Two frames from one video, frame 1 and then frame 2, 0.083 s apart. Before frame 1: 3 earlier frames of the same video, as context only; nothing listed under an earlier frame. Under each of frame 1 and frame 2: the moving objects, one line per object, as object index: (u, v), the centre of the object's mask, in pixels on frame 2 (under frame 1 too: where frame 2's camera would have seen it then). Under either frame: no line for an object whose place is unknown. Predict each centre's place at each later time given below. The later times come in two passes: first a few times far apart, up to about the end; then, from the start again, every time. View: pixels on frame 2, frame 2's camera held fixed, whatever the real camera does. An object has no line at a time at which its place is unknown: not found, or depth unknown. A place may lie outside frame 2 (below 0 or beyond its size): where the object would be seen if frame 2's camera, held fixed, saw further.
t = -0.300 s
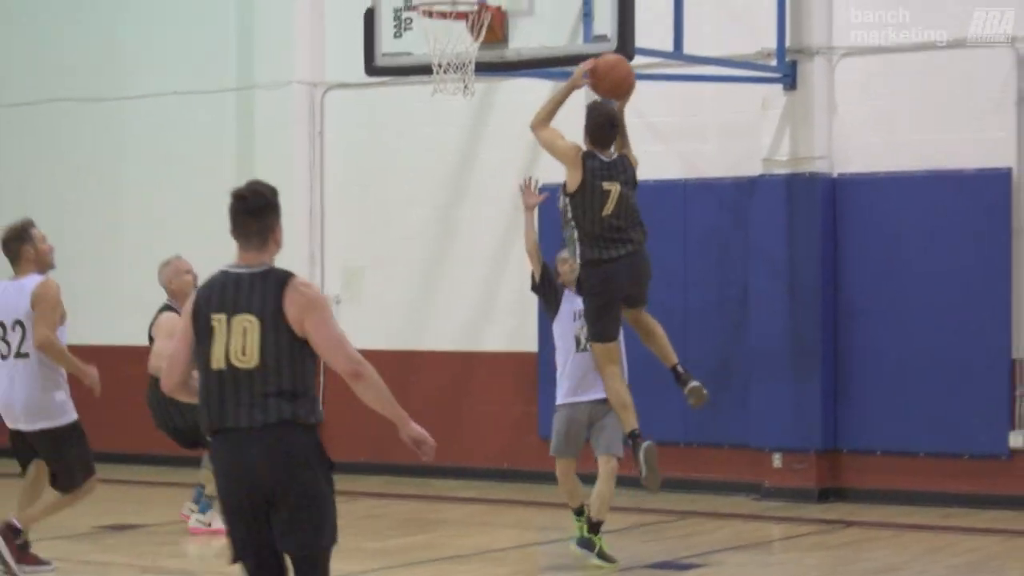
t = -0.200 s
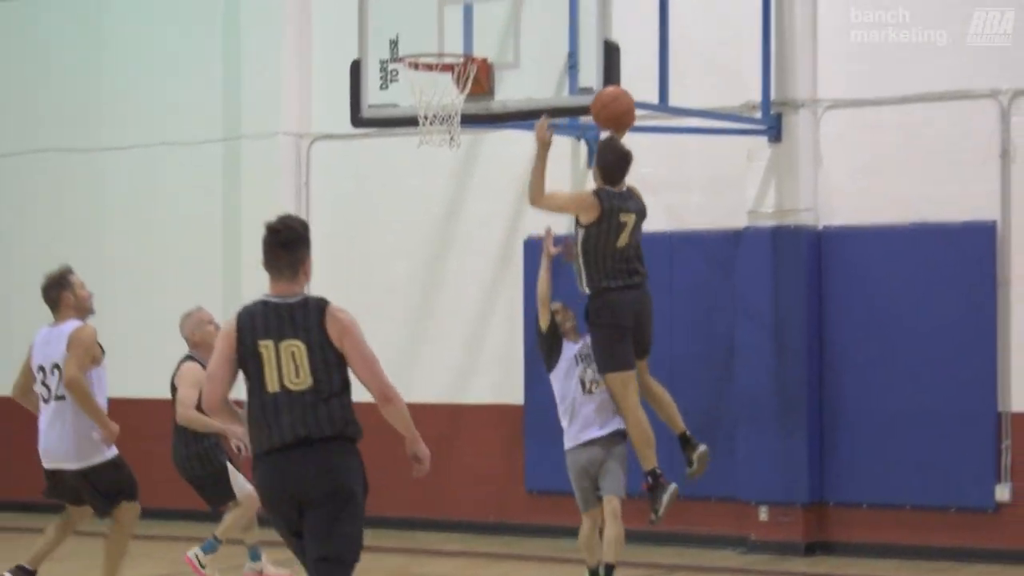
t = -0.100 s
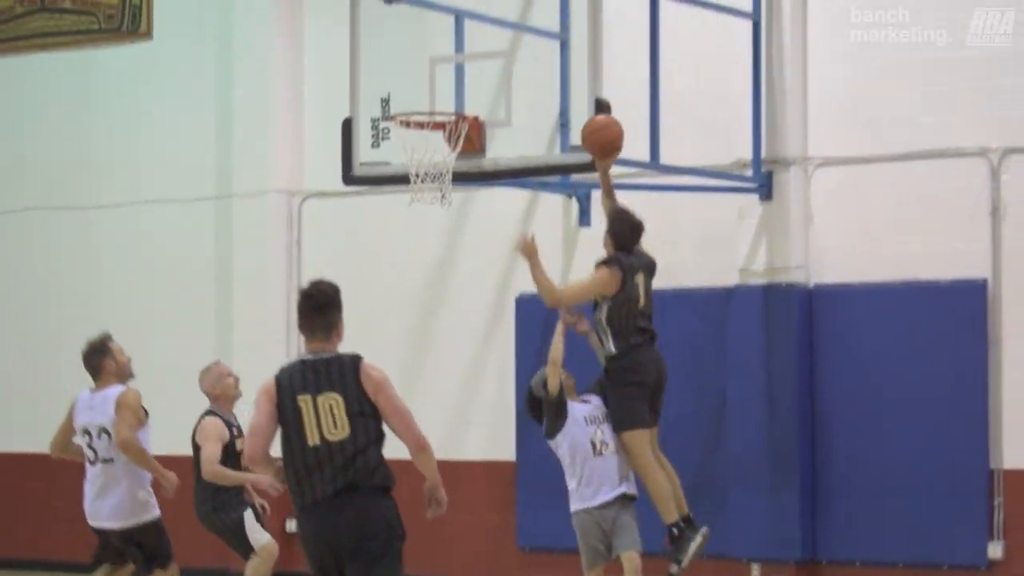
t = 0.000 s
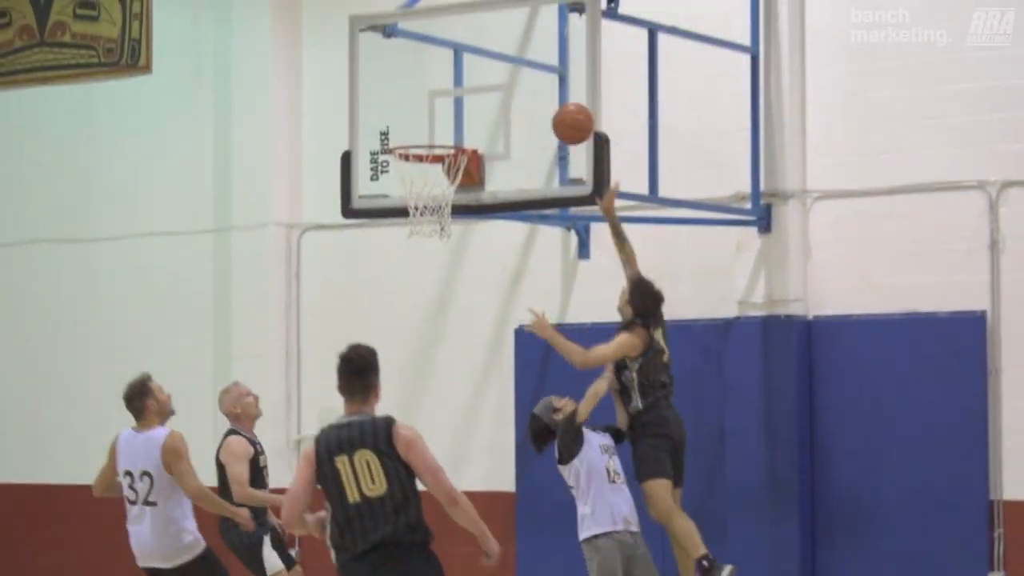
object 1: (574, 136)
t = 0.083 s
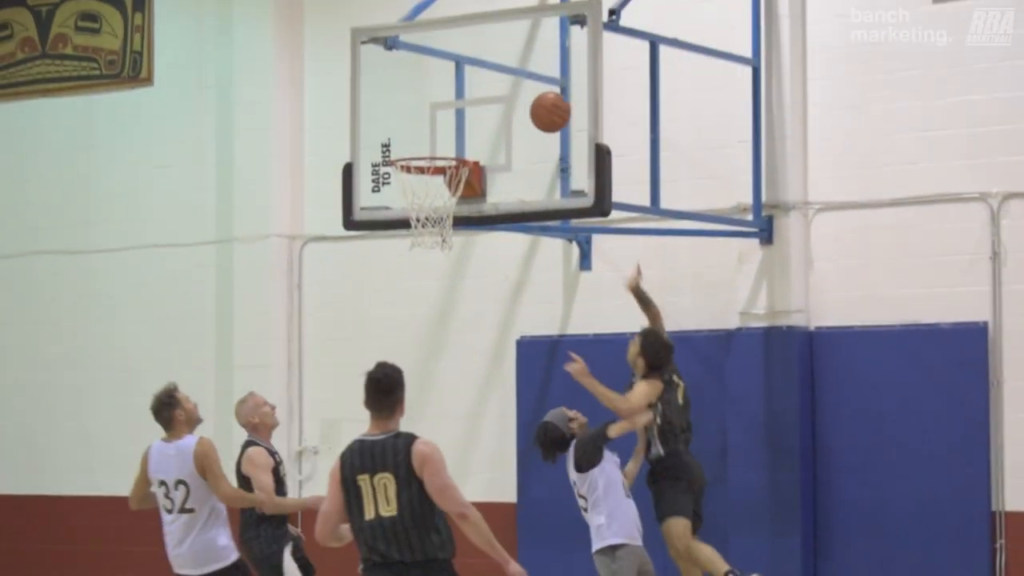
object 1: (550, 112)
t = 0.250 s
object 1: (498, 101)
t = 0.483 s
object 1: (415, 149)
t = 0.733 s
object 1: (453, 210)
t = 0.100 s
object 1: (545, 108)
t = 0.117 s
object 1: (541, 106)
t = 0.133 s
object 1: (536, 103)
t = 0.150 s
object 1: (532, 102)
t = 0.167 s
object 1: (527, 100)
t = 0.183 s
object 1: (522, 100)
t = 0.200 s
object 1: (517, 99)
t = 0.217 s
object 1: (511, 99)
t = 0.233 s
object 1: (504, 100)
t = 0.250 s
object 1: (498, 101)
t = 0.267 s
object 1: (492, 102)
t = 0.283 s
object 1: (485, 103)
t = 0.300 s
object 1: (479, 105)
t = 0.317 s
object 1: (472, 108)
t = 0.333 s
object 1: (466, 111)
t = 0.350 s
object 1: (459, 115)
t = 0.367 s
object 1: (453, 118)
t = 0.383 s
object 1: (446, 123)
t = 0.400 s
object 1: (440, 128)
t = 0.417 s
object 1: (433, 133)
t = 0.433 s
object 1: (427, 138)
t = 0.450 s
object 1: (420, 145)
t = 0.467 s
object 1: (413, 147)
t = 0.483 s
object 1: (415, 149)
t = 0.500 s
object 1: (420, 151)
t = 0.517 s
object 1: (425, 162)
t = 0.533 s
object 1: (430, 166)
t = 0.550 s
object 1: (433, 171)
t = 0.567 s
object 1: (436, 176)
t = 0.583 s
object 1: (444, 180)
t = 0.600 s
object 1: (452, 186)
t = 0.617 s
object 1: (454, 188)
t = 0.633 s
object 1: (455, 190)
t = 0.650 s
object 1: (455, 193)
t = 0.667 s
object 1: (455, 198)
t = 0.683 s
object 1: (454, 201)
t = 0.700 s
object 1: (454, 204)
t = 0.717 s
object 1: (454, 207)
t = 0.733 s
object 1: (453, 210)
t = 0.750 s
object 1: (452, 215)
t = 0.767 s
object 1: (452, 218)
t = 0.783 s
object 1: (451, 223)
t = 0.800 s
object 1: (449, 227)
